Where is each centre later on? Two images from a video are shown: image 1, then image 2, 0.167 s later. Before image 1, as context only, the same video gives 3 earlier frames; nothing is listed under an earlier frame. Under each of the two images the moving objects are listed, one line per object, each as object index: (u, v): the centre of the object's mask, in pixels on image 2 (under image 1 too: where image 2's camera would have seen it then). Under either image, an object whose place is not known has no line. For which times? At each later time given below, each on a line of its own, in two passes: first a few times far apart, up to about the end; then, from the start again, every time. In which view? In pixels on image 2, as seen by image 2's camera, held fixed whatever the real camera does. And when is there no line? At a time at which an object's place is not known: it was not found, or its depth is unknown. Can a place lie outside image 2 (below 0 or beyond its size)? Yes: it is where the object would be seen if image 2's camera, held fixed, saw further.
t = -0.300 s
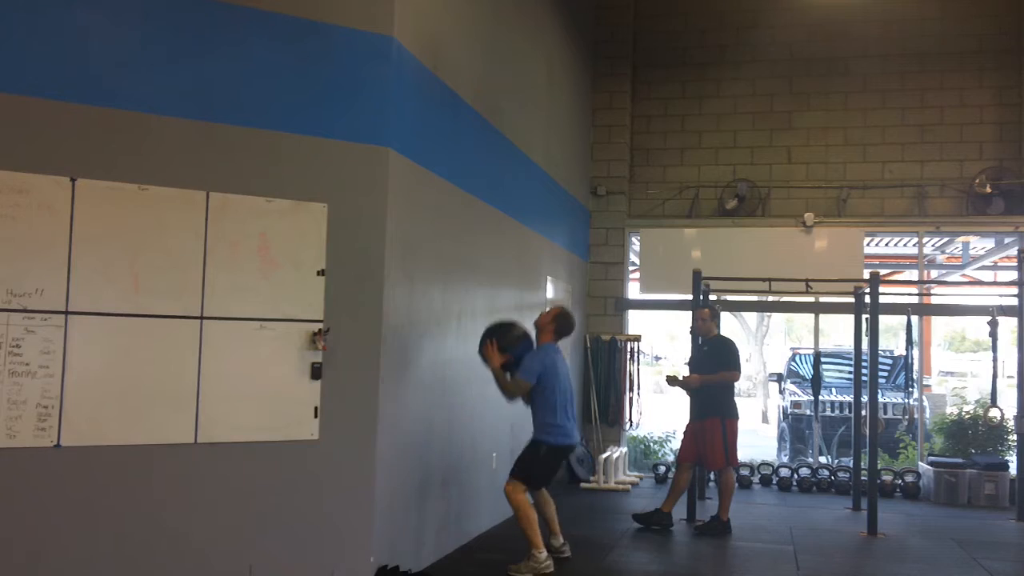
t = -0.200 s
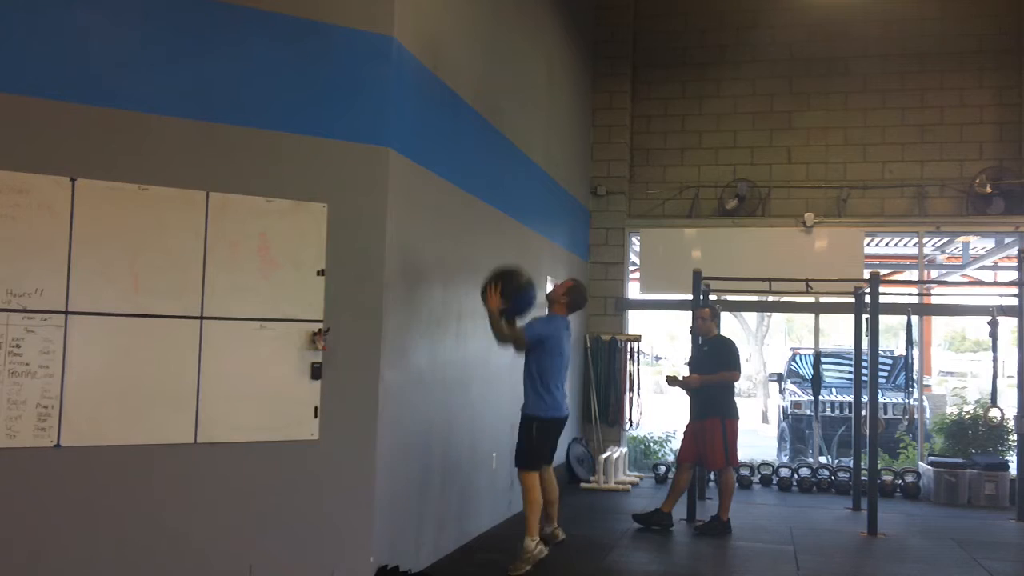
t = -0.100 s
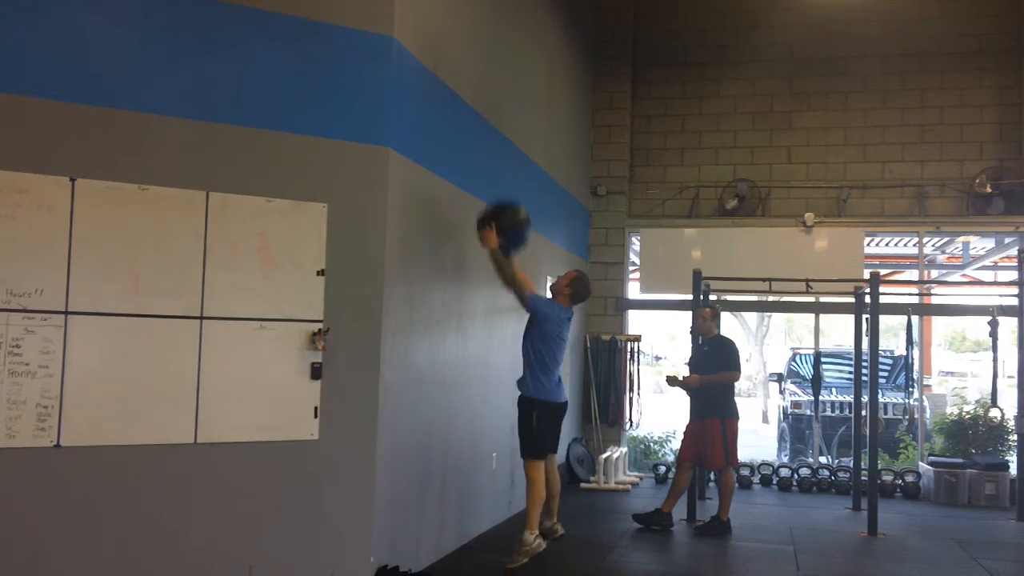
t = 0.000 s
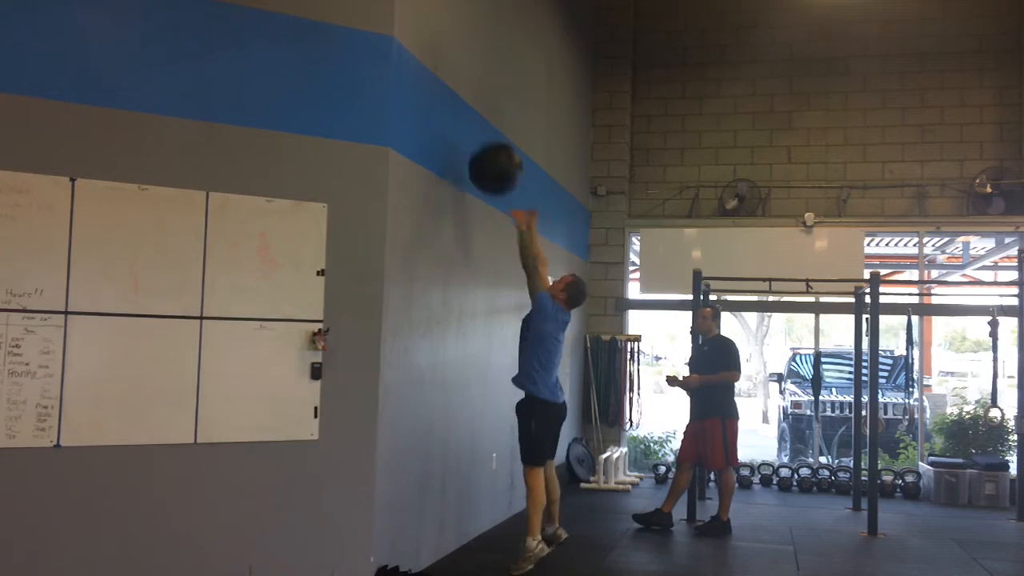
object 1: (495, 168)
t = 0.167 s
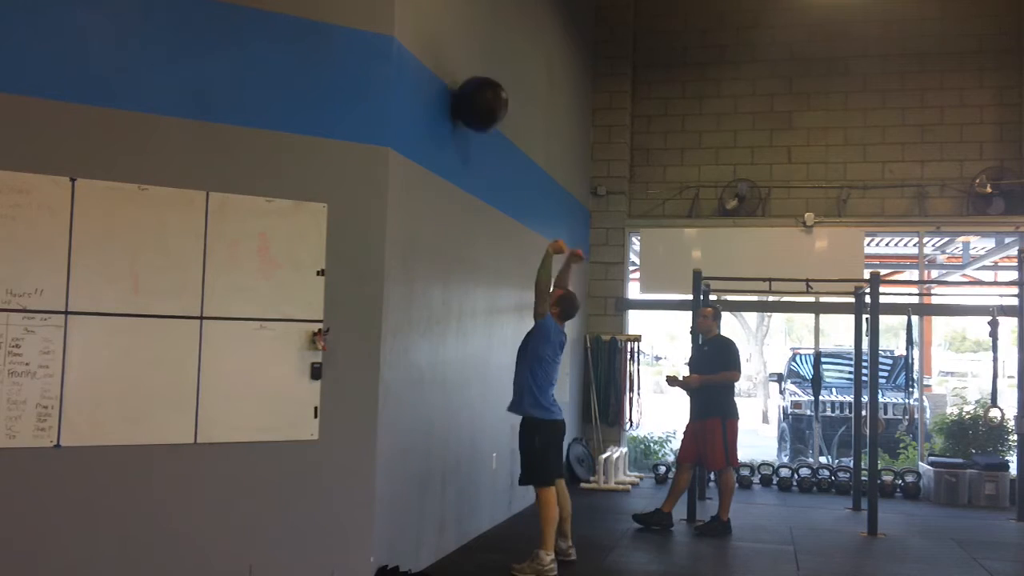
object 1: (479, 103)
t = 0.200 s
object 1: (478, 96)
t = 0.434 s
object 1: (491, 99)
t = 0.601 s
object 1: (499, 151)
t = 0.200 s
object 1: (478, 96)
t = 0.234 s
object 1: (479, 91)
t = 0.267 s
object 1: (480, 89)
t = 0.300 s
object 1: (482, 87)
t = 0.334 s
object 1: (485, 88)
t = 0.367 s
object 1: (487, 90)
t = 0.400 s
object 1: (489, 93)
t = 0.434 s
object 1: (491, 99)
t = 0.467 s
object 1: (493, 106)
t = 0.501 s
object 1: (494, 115)
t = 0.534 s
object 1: (496, 125)
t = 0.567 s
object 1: (498, 138)
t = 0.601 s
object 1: (499, 151)
